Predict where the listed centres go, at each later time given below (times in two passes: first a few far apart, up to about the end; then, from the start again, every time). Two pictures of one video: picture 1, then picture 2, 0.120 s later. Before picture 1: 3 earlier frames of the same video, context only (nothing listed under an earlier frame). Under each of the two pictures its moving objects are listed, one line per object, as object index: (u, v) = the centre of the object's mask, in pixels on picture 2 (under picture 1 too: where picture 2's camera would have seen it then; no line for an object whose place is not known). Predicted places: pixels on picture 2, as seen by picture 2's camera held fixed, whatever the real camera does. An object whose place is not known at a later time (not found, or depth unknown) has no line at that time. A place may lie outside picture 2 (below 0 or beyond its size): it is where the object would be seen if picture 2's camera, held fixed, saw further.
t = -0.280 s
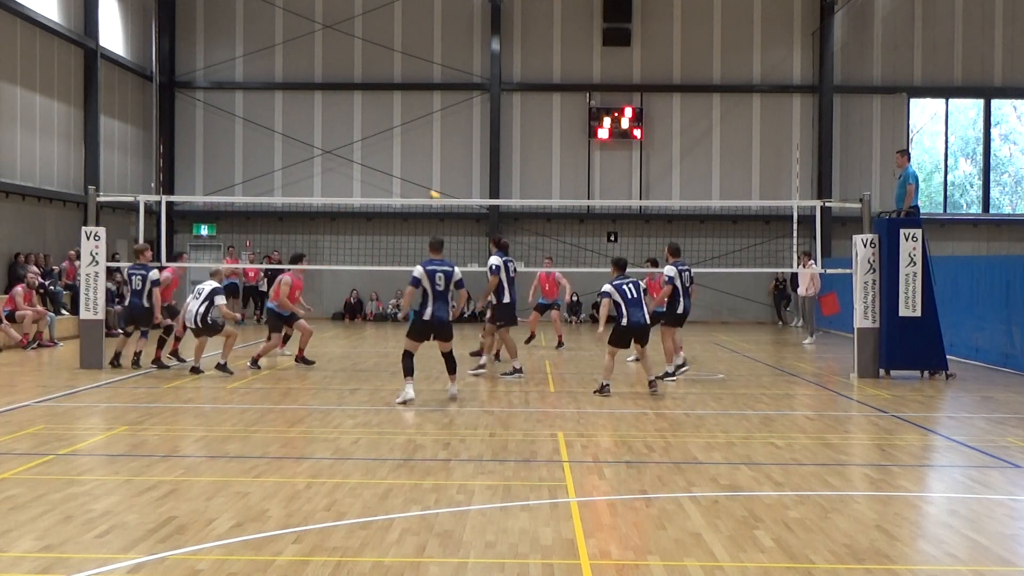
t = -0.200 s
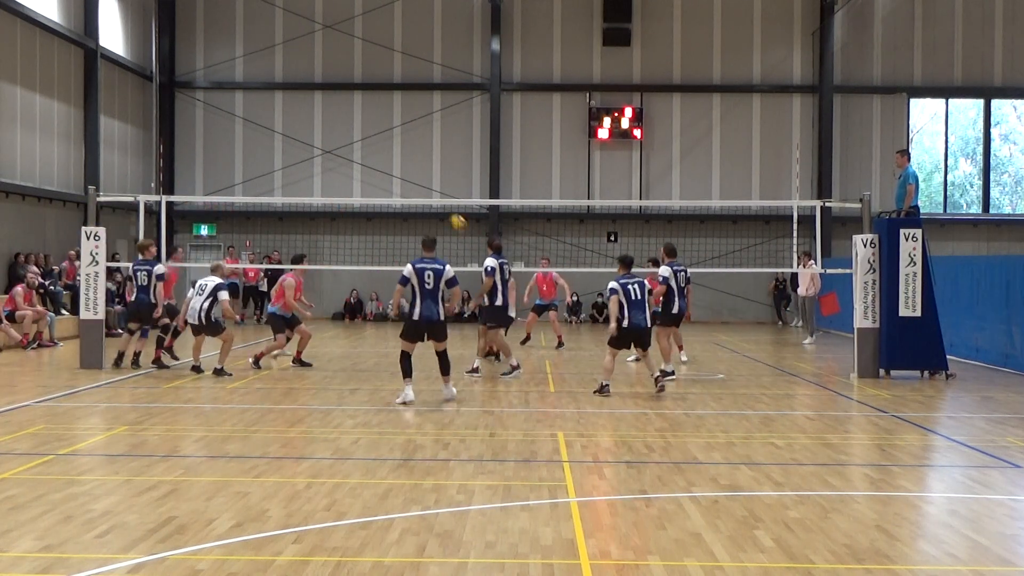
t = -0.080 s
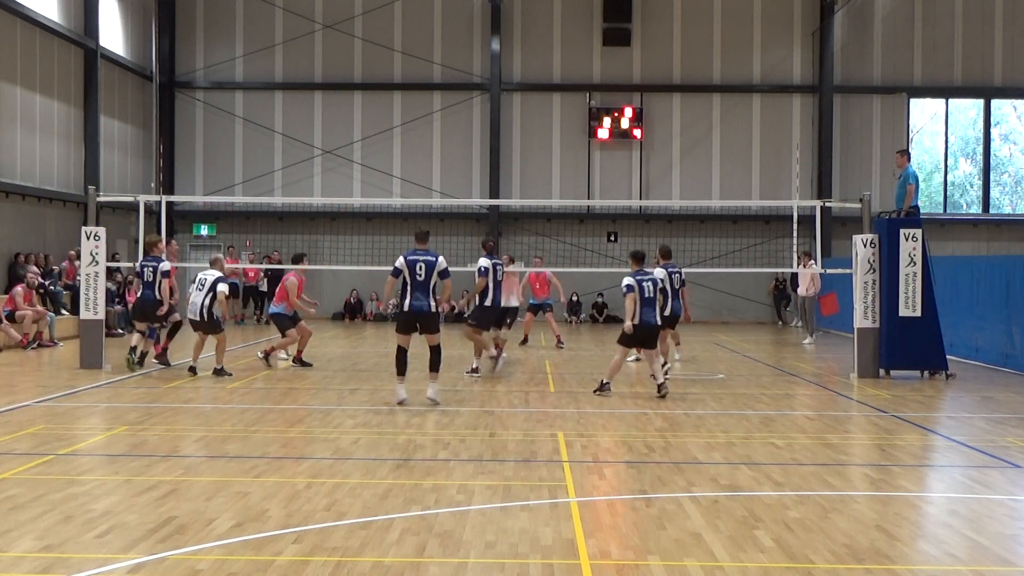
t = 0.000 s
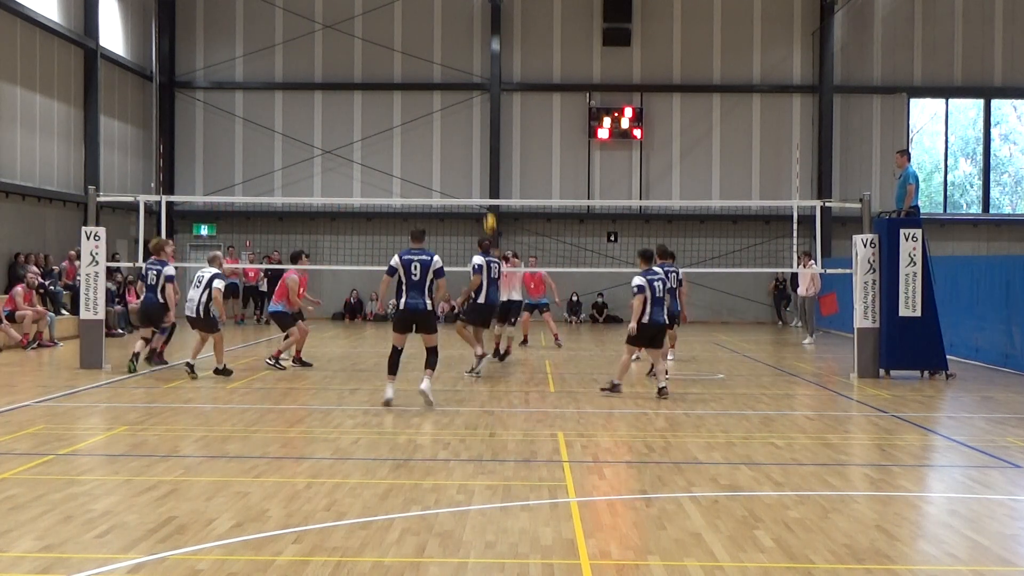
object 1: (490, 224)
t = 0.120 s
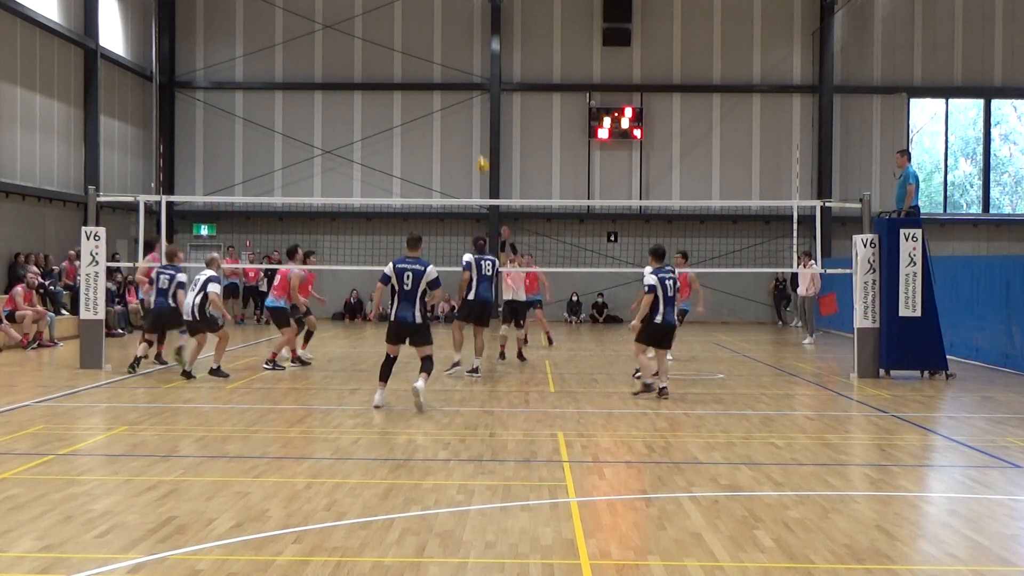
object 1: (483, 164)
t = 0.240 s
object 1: (474, 115)
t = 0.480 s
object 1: (459, 48)
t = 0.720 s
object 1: (444, 16)
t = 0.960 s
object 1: (428, 20)
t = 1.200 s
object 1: (412, 59)
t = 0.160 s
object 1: (479, 147)
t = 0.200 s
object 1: (476, 131)
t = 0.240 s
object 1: (474, 115)
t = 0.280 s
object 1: (472, 102)
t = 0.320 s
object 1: (469, 89)
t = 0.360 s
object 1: (467, 78)
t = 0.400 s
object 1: (465, 67)
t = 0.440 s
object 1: (462, 57)
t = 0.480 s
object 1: (459, 48)
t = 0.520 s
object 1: (457, 41)
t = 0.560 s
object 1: (454, 33)
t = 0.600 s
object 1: (451, 28)
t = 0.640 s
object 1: (448, 23)
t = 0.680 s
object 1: (446, 19)
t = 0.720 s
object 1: (444, 16)
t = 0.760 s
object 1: (441, 14)
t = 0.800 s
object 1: (438, 13)
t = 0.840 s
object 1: (435, 13)
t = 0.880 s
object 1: (433, 14)
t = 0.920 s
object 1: (430, 17)
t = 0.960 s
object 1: (428, 20)
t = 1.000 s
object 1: (425, 24)
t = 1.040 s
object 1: (423, 29)
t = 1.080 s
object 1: (420, 35)
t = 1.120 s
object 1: (417, 42)
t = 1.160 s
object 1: (415, 50)
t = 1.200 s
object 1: (412, 59)
